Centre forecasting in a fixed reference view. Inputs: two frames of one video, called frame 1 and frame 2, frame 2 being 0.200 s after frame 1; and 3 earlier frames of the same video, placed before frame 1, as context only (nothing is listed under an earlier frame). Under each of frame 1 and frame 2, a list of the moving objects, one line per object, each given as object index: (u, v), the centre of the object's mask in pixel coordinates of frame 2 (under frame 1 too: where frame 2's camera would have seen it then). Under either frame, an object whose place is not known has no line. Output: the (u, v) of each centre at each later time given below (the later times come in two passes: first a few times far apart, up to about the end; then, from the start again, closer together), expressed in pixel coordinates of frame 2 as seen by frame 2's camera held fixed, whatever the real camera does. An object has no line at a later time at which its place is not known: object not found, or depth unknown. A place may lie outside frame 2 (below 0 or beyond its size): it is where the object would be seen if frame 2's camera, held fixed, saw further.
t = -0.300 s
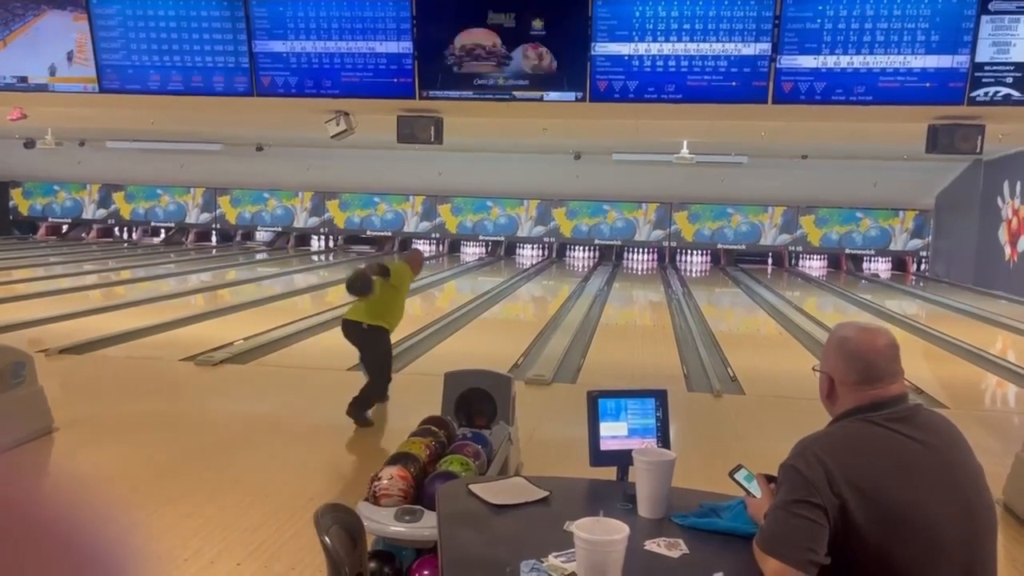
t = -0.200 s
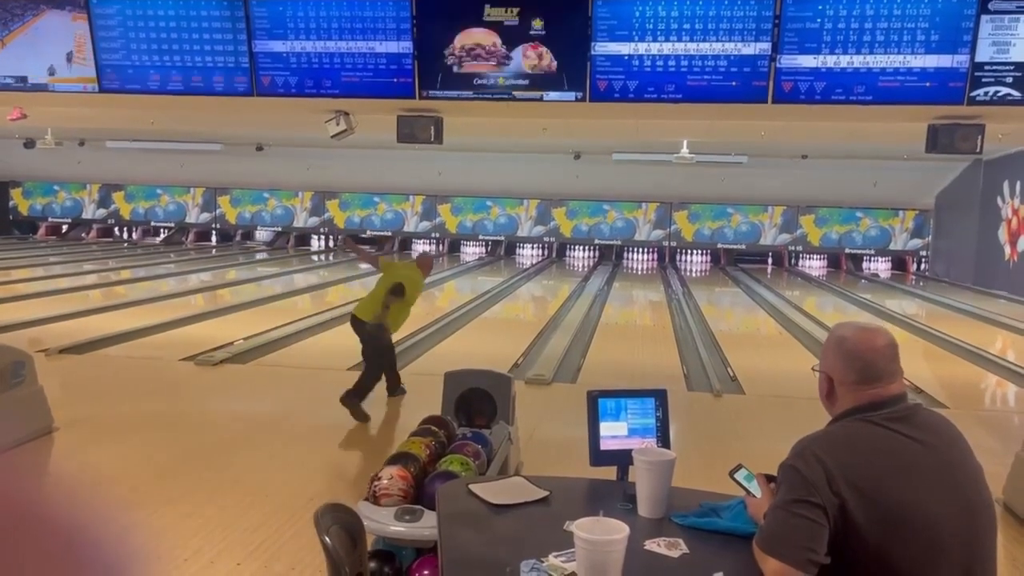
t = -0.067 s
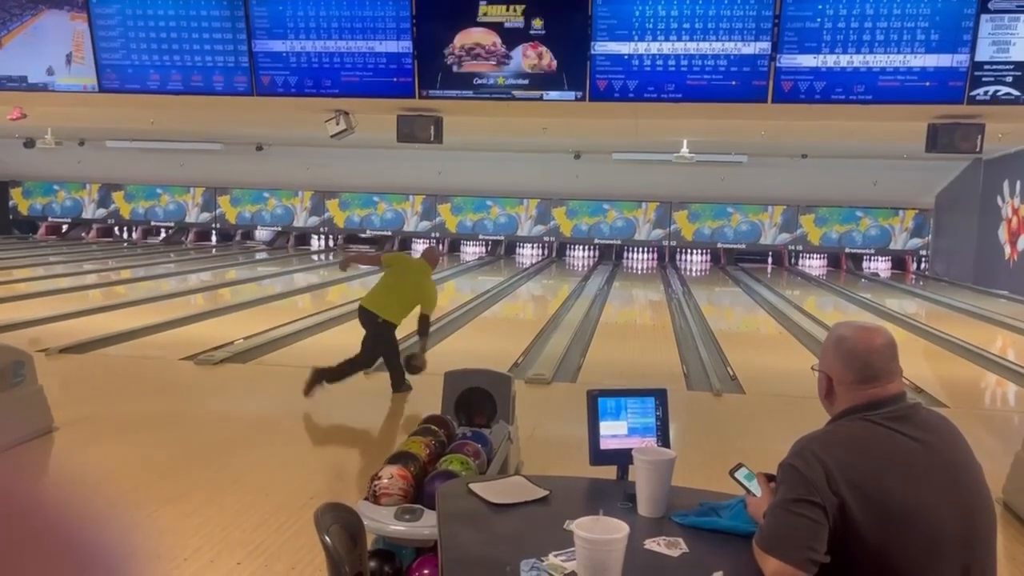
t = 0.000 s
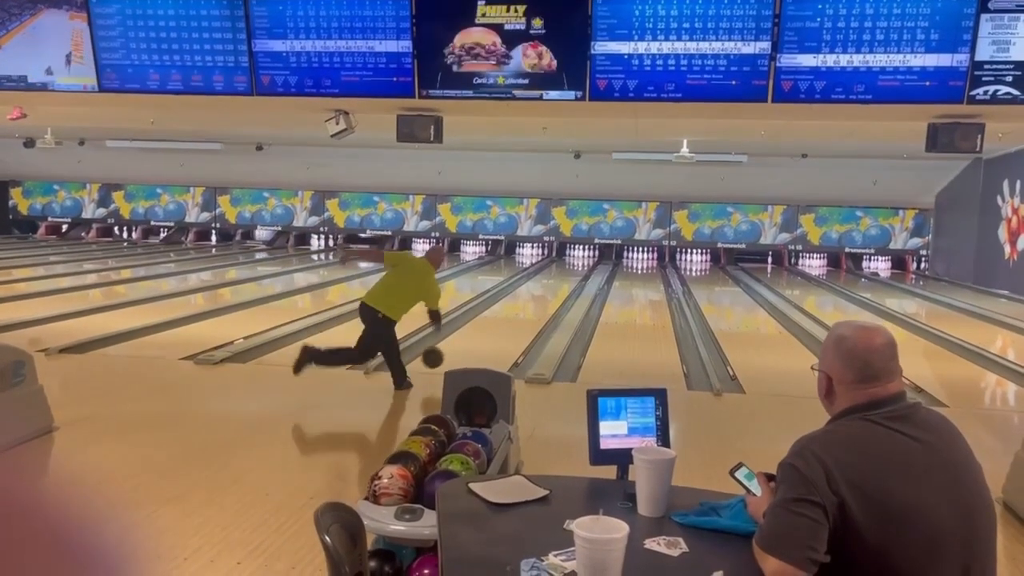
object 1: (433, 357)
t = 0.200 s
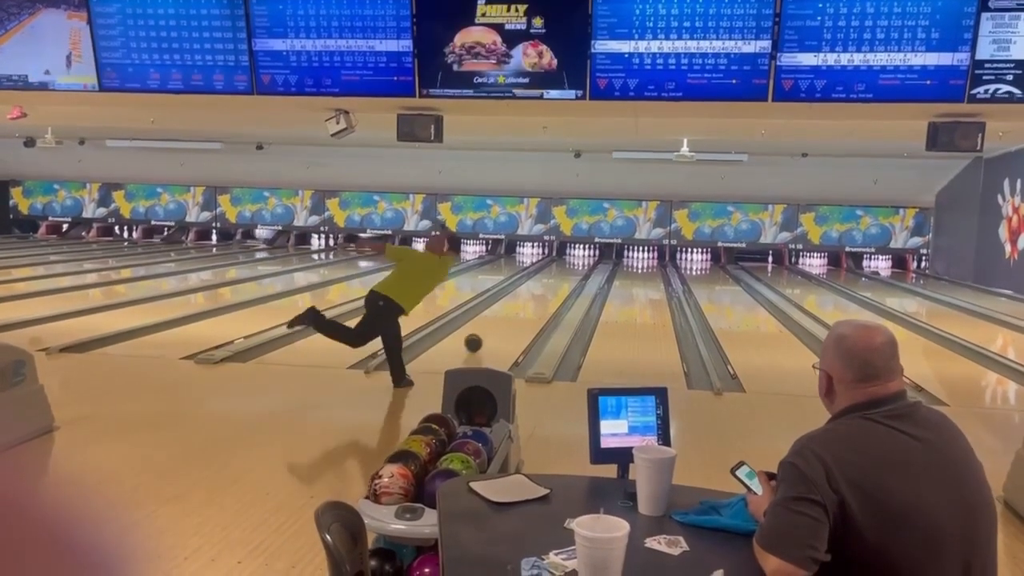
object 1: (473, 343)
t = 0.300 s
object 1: (489, 333)
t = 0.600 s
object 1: (524, 309)
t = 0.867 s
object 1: (545, 294)
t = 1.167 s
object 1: (562, 282)
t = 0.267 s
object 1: (484, 336)
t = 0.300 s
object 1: (489, 333)
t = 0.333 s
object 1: (493, 330)
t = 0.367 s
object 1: (498, 327)
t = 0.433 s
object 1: (506, 321)
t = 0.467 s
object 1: (510, 318)
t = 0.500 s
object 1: (514, 316)
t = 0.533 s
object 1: (517, 314)
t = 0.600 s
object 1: (524, 309)
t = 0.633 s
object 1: (527, 307)
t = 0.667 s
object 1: (530, 305)
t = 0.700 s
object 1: (533, 303)
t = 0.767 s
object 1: (538, 299)
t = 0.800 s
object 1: (541, 297)
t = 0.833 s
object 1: (543, 296)
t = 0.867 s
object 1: (545, 294)
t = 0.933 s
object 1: (550, 291)
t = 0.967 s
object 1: (552, 289)
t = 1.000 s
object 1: (554, 288)
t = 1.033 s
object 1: (556, 287)
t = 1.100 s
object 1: (559, 284)
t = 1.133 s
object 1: (561, 283)
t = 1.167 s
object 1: (562, 282)
